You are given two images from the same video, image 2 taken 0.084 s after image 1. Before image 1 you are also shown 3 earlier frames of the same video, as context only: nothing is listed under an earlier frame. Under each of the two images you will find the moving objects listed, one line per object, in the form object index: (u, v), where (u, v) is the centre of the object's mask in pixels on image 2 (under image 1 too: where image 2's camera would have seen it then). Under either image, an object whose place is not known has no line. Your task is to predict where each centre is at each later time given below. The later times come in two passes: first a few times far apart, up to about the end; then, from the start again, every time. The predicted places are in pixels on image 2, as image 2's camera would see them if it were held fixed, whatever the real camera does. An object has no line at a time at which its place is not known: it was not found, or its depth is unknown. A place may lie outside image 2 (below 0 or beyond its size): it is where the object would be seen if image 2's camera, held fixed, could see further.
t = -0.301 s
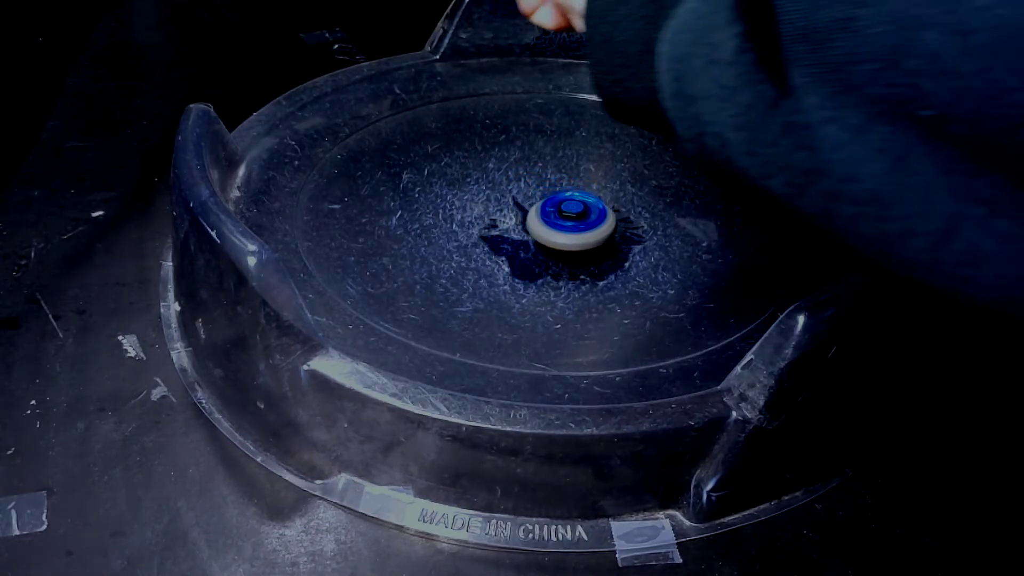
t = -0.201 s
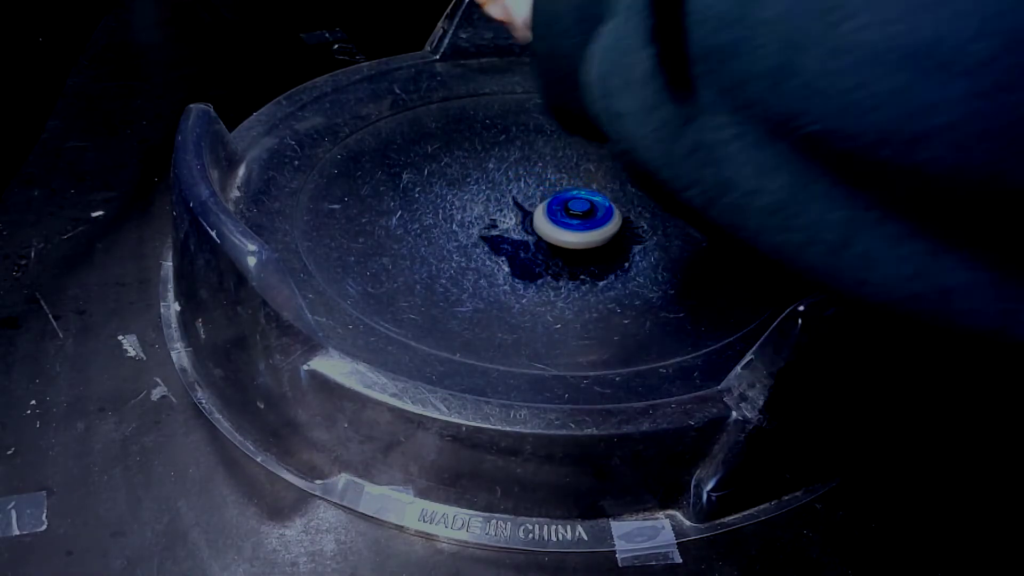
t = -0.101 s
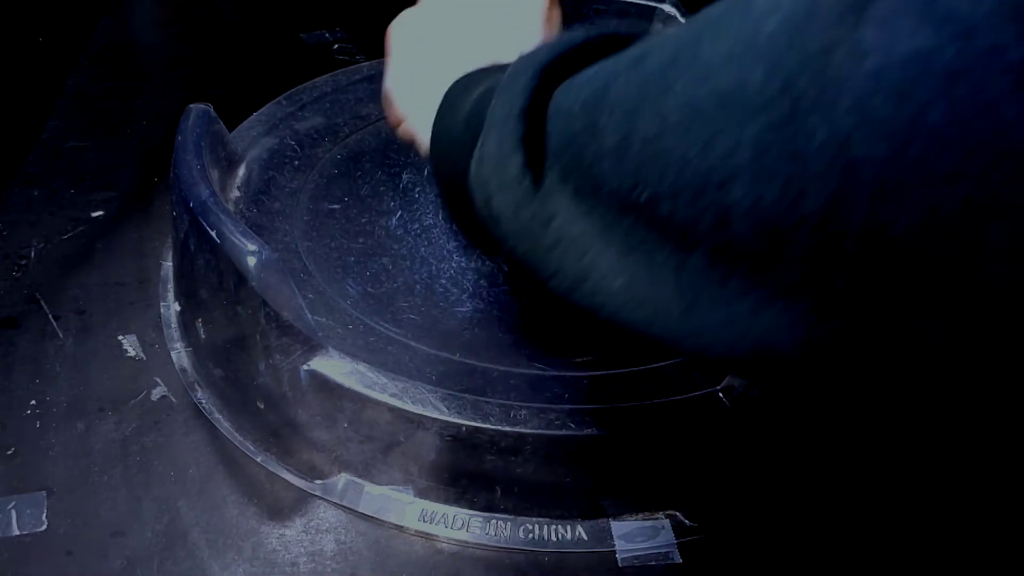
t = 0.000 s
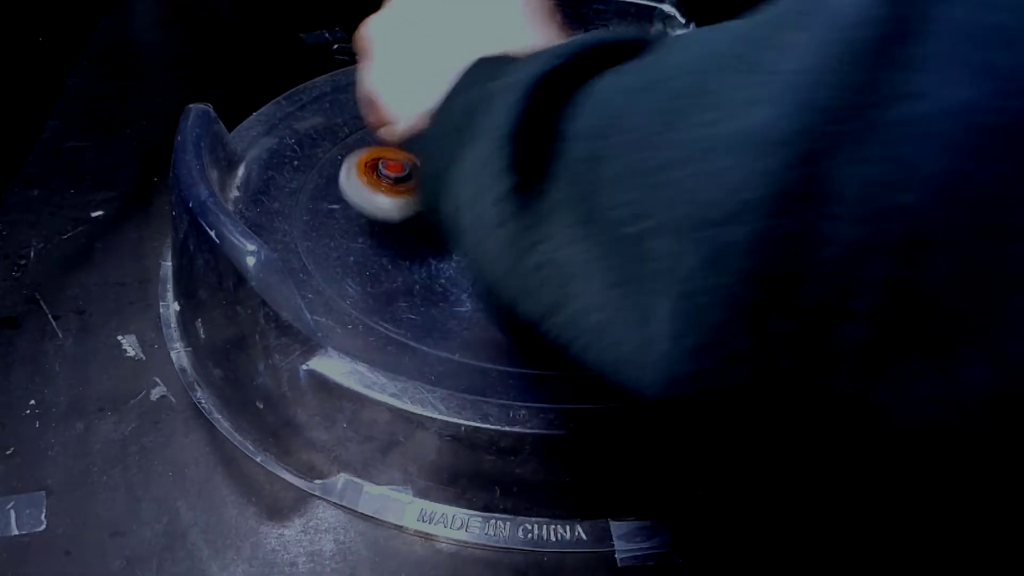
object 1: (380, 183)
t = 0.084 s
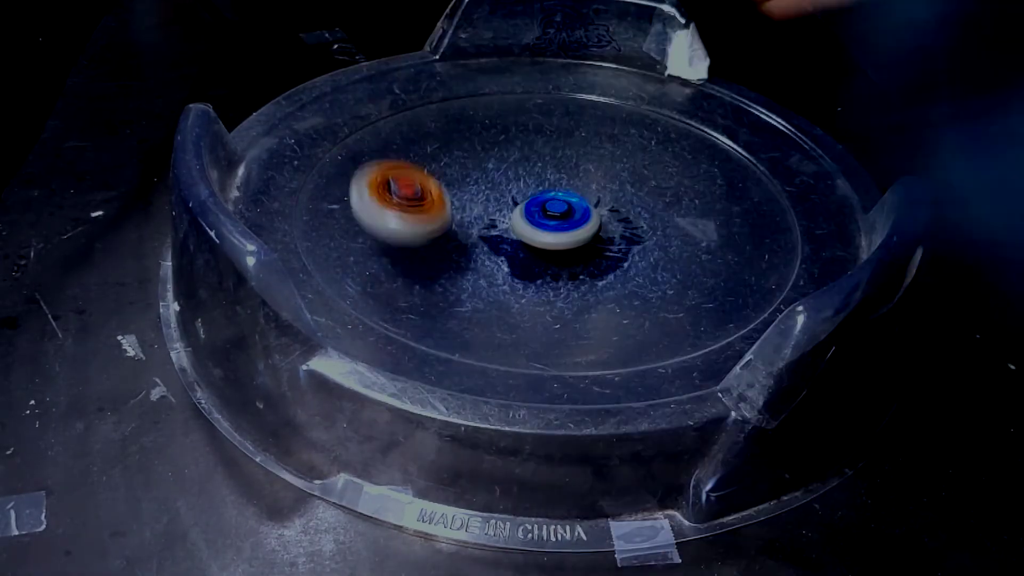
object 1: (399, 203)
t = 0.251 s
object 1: (448, 238)
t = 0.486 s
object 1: (492, 251)
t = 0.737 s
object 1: (445, 281)
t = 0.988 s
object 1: (407, 270)
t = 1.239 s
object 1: (473, 259)
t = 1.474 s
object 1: (492, 277)
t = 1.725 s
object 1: (536, 275)
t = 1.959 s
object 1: (576, 272)
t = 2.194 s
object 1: (611, 267)
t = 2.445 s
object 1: (631, 257)
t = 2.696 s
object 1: (649, 236)
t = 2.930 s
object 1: (654, 220)
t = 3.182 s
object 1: (732, 199)
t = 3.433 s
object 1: (687, 226)
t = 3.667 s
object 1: (604, 193)
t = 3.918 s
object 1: (606, 142)
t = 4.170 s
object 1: (613, 150)
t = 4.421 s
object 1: (565, 167)
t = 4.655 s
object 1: (550, 143)
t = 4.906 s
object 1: (528, 157)
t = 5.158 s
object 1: (487, 171)
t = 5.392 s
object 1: (457, 176)
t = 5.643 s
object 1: (414, 167)
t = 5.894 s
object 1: (430, 176)
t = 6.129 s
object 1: (456, 208)
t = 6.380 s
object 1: (468, 240)
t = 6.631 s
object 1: (479, 258)
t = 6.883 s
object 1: (501, 266)
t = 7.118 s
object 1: (531, 276)
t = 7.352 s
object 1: (554, 274)
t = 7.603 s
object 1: (591, 260)
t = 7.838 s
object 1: (628, 244)
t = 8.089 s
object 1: (648, 228)
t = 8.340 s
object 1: (648, 212)
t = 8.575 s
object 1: (632, 194)
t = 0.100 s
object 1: (402, 222)
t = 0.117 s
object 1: (405, 242)
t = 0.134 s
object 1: (410, 239)
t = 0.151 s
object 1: (415, 233)
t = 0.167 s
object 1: (421, 232)
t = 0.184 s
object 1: (426, 235)
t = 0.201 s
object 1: (432, 244)
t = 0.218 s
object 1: (437, 245)
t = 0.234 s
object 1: (443, 239)
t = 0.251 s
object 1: (448, 238)
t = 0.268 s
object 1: (453, 241)
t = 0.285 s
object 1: (458, 241)
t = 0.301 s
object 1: (464, 240)
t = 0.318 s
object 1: (469, 240)
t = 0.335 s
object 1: (475, 240)
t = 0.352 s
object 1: (479, 240)
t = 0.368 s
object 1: (483, 240)
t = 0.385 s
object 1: (485, 241)
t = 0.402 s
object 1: (487, 242)
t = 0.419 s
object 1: (489, 243)
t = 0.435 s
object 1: (490, 244)
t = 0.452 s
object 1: (491, 246)
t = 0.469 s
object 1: (492, 249)
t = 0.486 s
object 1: (492, 251)
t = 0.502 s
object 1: (492, 254)
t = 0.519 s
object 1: (492, 257)
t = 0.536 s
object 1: (491, 260)
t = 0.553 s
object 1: (490, 262)
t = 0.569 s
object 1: (488, 265)
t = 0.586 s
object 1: (486, 268)
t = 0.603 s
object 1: (483, 271)
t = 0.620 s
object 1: (480, 273)
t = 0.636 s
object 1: (476, 275)
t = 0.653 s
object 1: (472, 277)
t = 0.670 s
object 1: (467, 278)
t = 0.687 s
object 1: (462, 280)
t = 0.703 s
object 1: (457, 280)
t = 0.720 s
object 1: (451, 281)
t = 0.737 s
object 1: (445, 281)
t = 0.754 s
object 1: (440, 281)
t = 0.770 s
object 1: (435, 281)
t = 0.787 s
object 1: (430, 281)
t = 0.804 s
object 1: (425, 281)
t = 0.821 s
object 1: (421, 280)
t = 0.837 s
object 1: (418, 279)
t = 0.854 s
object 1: (415, 278)
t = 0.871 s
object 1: (412, 278)
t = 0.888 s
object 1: (410, 277)
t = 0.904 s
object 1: (409, 276)
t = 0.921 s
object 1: (407, 275)
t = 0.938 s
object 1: (407, 274)
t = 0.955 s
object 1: (406, 273)
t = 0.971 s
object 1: (406, 272)
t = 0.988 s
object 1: (407, 270)
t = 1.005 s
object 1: (407, 268)
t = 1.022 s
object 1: (408, 266)
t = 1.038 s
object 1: (410, 263)
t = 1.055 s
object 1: (413, 261)
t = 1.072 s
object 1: (416, 259)
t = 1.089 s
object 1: (420, 257)
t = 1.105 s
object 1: (425, 255)
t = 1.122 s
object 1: (431, 254)
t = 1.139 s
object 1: (438, 252)
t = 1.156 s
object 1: (446, 251)
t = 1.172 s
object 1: (453, 251)
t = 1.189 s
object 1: (462, 250)
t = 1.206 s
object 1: (470, 250)
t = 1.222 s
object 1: (474, 253)
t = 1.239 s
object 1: (473, 259)
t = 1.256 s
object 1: (472, 264)
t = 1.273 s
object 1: (473, 267)
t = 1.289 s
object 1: (475, 270)
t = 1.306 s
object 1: (477, 271)
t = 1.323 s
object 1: (478, 272)
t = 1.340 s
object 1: (479, 273)
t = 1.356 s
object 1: (480, 274)
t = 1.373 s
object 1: (481, 275)
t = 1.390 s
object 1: (483, 275)
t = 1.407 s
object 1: (484, 276)
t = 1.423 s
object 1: (486, 276)
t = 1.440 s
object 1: (488, 276)
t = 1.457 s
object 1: (490, 277)
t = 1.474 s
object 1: (492, 277)
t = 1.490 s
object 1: (494, 277)
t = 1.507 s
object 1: (496, 277)
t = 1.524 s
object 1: (498, 277)
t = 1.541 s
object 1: (501, 277)
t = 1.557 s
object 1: (504, 277)
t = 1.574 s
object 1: (507, 277)
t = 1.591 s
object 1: (510, 277)
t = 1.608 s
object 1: (514, 277)
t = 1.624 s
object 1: (517, 277)
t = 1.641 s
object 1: (520, 276)
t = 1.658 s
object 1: (523, 276)
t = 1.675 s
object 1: (526, 276)
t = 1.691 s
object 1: (529, 276)
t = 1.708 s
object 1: (533, 275)
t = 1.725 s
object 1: (536, 275)
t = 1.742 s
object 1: (538, 275)
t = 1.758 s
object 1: (541, 275)
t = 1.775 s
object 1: (544, 275)
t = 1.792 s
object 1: (547, 275)
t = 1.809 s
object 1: (550, 275)
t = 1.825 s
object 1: (553, 275)
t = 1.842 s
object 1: (557, 275)
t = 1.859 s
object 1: (560, 274)
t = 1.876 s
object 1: (563, 274)
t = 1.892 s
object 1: (565, 274)
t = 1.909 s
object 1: (568, 273)
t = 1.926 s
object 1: (571, 273)
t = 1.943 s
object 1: (574, 272)
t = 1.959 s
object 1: (576, 272)
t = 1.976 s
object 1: (579, 272)
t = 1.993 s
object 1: (582, 272)
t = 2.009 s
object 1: (585, 272)
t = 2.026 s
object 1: (587, 271)
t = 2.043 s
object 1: (590, 271)
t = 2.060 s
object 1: (592, 270)
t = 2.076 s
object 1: (594, 270)
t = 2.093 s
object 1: (597, 269)
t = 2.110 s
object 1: (600, 269)
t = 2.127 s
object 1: (602, 268)
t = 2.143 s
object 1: (605, 268)
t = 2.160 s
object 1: (607, 268)
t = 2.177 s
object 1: (609, 268)
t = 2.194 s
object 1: (611, 267)
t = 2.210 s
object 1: (613, 267)
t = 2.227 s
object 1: (615, 267)
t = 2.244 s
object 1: (617, 266)
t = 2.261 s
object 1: (618, 266)
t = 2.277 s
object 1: (619, 265)
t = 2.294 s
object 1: (621, 265)
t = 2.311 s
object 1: (622, 264)
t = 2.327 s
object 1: (623, 264)
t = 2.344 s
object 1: (624, 263)
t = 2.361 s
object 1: (625, 262)
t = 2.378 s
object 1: (627, 261)
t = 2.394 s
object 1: (628, 261)
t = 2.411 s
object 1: (629, 260)
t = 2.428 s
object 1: (630, 258)
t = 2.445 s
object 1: (631, 257)
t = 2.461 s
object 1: (632, 256)
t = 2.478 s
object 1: (633, 255)
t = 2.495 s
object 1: (634, 254)
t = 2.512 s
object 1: (636, 252)
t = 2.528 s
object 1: (637, 251)
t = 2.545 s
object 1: (638, 249)
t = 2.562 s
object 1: (639, 247)
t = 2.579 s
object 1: (640, 246)
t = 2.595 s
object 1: (641, 244)
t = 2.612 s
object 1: (643, 243)
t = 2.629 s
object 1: (644, 241)
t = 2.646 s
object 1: (645, 240)
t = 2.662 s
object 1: (647, 239)
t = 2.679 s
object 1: (648, 237)
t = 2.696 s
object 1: (649, 236)
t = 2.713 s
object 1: (650, 235)
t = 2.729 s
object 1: (651, 234)
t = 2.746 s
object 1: (652, 233)
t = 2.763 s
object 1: (652, 231)
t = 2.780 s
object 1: (653, 230)
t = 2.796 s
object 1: (653, 229)
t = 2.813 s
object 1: (653, 228)
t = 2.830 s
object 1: (654, 227)
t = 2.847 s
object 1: (654, 226)
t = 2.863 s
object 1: (654, 225)
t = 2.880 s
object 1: (654, 224)
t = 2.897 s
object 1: (654, 222)
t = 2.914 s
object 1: (654, 221)
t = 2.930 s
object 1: (654, 220)
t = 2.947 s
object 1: (654, 218)
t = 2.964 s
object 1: (654, 217)
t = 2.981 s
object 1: (653, 216)
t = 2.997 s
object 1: (652, 214)
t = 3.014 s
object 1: (651, 213)
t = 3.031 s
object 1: (650, 211)
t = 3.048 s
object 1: (653, 210)
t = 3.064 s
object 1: (671, 206)
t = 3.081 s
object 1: (688, 202)
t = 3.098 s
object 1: (701, 200)
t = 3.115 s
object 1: (712, 197)
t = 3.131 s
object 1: (719, 196)
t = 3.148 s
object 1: (725, 197)
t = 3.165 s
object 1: (729, 197)
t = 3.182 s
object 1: (732, 199)
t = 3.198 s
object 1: (735, 201)
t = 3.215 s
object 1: (736, 203)
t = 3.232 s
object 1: (736, 205)
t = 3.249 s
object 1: (736, 207)
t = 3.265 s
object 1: (735, 210)
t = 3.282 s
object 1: (733, 212)
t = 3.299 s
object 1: (731, 215)
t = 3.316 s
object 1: (729, 217)
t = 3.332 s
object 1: (725, 219)
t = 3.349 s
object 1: (720, 222)
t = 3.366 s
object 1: (715, 224)
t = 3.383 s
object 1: (708, 225)
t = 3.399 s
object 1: (701, 226)
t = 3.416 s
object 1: (694, 226)
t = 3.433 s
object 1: (687, 226)
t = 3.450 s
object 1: (679, 226)
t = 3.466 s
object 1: (673, 225)
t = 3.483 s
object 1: (667, 224)
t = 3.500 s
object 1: (661, 223)
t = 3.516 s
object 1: (655, 221)
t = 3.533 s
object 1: (650, 219)
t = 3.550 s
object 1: (644, 217)
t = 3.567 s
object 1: (638, 214)
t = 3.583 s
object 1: (631, 211)
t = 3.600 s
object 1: (624, 207)
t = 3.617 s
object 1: (618, 204)
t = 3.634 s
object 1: (613, 200)
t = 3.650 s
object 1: (608, 196)
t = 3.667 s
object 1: (604, 193)
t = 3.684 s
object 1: (601, 189)
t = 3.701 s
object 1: (599, 186)
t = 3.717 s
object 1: (598, 182)
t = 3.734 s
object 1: (597, 178)
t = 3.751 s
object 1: (596, 175)
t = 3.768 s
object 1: (595, 171)
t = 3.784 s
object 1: (595, 167)
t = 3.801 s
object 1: (595, 163)
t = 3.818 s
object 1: (595, 159)
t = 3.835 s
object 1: (596, 155)
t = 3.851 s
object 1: (597, 152)
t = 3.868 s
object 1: (599, 149)
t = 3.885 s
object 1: (601, 146)
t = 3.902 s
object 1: (603, 143)
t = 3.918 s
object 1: (606, 142)
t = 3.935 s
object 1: (608, 141)
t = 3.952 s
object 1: (610, 140)
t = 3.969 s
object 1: (612, 140)
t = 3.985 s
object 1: (613, 140)
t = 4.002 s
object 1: (614, 141)
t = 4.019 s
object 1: (616, 141)
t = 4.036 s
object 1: (617, 142)
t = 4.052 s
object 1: (617, 143)
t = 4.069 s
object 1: (618, 144)
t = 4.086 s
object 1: (618, 145)
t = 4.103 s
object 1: (618, 146)
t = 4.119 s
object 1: (617, 147)
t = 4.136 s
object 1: (616, 148)
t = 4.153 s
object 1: (615, 149)
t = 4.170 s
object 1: (613, 150)
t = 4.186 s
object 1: (611, 151)
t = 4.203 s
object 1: (609, 152)
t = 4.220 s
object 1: (606, 154)
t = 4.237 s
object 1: (604, 155)
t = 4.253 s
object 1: (601, 157)
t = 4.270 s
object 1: (598, 158)
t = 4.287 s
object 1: (595, 159)
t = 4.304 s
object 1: (591, 161)
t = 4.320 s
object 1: (588, 162)
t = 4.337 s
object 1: (584, 163)
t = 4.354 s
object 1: (581, 164)
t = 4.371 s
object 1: (576, 165)
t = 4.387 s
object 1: (572, 166)
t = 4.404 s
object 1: (569, 167)
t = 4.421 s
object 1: (565, 167)
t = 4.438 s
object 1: (561, 166)
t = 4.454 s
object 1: (560, 159)
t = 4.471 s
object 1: (559, 153)
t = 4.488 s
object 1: (557, 148)
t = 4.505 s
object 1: (556, 145)
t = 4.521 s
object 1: (555, 143)
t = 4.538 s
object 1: (554, 142)
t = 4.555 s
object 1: (553, 141)
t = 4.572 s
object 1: (552, 141)
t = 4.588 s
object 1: (552, 141)
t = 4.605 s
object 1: (552, 141)
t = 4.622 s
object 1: (551, 142)
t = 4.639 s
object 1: (550, 142)
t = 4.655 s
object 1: (550, 143)
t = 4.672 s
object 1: (549, 143)
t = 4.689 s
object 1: (548, 144)
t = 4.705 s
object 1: (548, 145)
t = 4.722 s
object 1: (547, 146)
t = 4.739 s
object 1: (546, 147)
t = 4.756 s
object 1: (545, 147)
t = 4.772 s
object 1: (543, 148)
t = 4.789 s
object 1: (542, 149)
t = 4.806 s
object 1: (540, 150)
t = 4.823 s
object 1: (539, 152)
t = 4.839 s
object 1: (537, 153)
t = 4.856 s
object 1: (535, 154)
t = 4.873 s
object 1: (533, 155)
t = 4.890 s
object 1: (530, 156)
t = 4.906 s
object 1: (528, 157)
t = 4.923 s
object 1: (526, 158)
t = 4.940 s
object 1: (524, 160)
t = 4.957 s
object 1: (521, 161)
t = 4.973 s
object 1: (519, 162)
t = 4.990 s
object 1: (516, 163)
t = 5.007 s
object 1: (513, 165)
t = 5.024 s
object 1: (510, 166)
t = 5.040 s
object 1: (507, 166)
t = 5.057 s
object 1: (504, 167)
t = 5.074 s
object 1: (501, 168)
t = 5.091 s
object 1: (499, 168)
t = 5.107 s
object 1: (496, 169)
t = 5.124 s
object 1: (493, 170)
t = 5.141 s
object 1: (490, 170)
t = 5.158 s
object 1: (487, 171)
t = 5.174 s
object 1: (484, 172)
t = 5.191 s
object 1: (482, 172)
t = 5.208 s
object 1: (479, 172)
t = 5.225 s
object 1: (477, 173)
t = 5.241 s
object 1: (475, 173)
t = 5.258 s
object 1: (472, 174)
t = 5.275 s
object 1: (470, 174)
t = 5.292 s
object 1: (467, 174)
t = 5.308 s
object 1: (465, 174)
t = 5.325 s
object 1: (463, 174)
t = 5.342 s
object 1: (461, 175)
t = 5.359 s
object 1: (459, 175)
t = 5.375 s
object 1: (458, 175)
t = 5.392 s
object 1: (457, 176)
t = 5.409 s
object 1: (455, 175)
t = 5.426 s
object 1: (454, 176)
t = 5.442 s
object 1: (453, 177)
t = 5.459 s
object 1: (452, 178)
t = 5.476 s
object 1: (452, 178)
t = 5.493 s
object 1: (452, 180)
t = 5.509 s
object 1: (444, 177)
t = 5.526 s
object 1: (435, 175)
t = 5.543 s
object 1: (428, 173)
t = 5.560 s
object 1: (422, 171)
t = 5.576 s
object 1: (419, 170)
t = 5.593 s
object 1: (417, 169)
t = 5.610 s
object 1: (415, 168)
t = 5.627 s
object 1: (414, 167)
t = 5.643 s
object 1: (414, 167)
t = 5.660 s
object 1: (414, 166)
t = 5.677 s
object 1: (414, 166)
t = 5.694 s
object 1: (414, 166)
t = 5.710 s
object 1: (415, 166)
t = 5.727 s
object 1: (416, 166)
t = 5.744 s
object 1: (417, 166)
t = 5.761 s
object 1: (418, 166)
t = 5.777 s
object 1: (419, 167)
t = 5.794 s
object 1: (420, 168)
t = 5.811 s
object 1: (421, 169)
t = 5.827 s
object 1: (423, 170)
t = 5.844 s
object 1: (424, 171)
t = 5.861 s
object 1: (426, 173)
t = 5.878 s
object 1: (428, 174)
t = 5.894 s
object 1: (430, 176)
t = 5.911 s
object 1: (432, 177)
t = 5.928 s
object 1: (434, 179)
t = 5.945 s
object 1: (436, 181)
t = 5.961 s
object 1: (438, 183)
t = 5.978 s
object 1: (440, 186)
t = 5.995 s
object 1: (442, 188)
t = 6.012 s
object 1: (444, 190)
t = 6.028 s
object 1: (446, 193)
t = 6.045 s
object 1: (448, 195)
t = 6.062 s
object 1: (450, 198)
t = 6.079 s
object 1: (452, 201)
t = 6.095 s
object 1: (454, 203)
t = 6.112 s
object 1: (455, 206)
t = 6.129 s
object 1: (456, 208)
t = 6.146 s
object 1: (458, 211)
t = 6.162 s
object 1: (459, 213)
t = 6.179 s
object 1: (460, 216)
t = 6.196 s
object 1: (460, 218)
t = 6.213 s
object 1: (461, 220)
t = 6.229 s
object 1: (462, 223)
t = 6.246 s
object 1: (463, 225)
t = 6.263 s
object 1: (464, 227)
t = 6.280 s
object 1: (464, 229)
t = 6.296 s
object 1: (465, 231)
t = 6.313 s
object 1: (466, 233)
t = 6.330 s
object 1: (466, 235)
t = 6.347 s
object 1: (467, 236)
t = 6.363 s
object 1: (467, 238)
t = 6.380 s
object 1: (468, 240)
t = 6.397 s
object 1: (469, 241)
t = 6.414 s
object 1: (469, 243)
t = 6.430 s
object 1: (470, 244)
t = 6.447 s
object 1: (471, 246)
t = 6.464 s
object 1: (471, 247)
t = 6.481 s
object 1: (472, 249)
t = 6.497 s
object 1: (473, 250)
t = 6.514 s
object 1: (473, 251)
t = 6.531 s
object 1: (474, 252)
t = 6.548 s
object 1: (475, 253)
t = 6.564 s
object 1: (476, 254)
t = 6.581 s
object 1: (476, 255)
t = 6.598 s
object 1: (477, 257)
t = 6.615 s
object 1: (478, 258)
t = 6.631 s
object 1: (479, 258)
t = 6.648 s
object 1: (481, 259)
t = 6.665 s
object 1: (482, 260)
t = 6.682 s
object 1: (482, 261)
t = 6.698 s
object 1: (484, 262)
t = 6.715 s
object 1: (485, 262)
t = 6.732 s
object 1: (486, 263)
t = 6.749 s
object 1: (488, 263)
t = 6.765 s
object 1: (489, 264)
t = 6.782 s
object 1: (491, 264)
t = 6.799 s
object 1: (492, 265)
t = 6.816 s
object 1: (494, 265)
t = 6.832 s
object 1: (496, 265)
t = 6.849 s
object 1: (498, 265)
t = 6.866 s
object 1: (499, 266)
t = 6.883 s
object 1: (501, 266)
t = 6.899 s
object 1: (503, 266)
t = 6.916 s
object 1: (505, 266)
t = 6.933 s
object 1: (507, 266)
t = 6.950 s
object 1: (509, 266)
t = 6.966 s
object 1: (511, 266)
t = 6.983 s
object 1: (513, 266)
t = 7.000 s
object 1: (516, 266)
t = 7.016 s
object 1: (519, 266)
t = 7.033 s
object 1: (522, 266)
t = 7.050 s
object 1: (525, 268)
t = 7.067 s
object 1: (526, 271)
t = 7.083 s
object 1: (527, 274)
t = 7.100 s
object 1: (529, 275)
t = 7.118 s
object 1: (531, 276)
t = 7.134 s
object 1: (533, 277)
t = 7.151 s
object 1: (534, 277)
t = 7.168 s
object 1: (536, 277)
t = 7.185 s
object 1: (538, 277)
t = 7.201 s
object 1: (540, 277)
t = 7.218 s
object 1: (541, 277)
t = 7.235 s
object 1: (543, 277)
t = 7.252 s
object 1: (544, 277)
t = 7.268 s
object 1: (546, 276)
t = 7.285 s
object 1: (547, 276)
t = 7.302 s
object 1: (549, 275)
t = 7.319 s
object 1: (550, 275)
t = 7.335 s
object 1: (552, 274)
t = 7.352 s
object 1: (554, 274)
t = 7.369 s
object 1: (556, 273)
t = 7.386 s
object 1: (558, 272)
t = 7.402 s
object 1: (560, 271)
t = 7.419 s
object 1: (561, 271)
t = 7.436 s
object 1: (563, 270)
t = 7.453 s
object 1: (565, 269)
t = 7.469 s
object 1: (567, 268)
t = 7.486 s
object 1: (570, 267)
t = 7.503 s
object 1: (573, 266)
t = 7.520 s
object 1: (576, 265)
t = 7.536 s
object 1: (579, 264)
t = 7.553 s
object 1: (582, 263)
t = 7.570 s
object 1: (585, 262)
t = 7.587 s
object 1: (588, 261)
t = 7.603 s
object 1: (591, 260)
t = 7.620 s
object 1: (594, 259)
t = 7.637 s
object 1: (597, 258)
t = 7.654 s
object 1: (600, 257)
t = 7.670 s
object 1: (603, 256)
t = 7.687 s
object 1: (606, 254)
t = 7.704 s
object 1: (608, 253)
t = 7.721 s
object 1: (611, 252)
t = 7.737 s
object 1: (614, 251)
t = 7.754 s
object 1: (616, 250)
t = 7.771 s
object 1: (619, 249)
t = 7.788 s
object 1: (621, 248)
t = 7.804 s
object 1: (623, 247)
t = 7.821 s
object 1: (626, 246)
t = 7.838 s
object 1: (628, 244)
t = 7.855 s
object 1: (630, 243)
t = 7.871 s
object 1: (632, 242)
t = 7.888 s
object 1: (634, 241)
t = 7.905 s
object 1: (636, 240)
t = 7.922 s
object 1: (638, 239)
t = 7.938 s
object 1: (640, 238)
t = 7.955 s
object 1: (641, 236)
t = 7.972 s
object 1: (643, 236)
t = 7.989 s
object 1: (644, 234)
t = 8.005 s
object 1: (645, 233)
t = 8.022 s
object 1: (646, 232)
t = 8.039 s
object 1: (647, 231)
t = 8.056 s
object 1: (647, 231)
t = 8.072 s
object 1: (648, 230)
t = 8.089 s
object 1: (648, 228)
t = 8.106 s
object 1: (649, 227)
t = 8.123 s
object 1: (649, 226)
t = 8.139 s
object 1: (649, 225)
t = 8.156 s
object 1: (650, 224)
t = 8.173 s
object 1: (650, 223)
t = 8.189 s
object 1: (650, 222)
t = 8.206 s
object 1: (651, 221)
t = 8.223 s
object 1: (651, 220)
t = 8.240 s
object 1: (650, 219)
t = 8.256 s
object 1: (650, 218)
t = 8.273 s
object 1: (650, 217)
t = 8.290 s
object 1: (650, 216)
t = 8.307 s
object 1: (649, 215)
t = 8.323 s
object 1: (648, 213)
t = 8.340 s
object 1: (648, 212)
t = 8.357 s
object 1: (647, 211)
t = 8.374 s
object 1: (647, 210)
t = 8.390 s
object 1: (646, 209)
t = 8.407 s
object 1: (645, 207)
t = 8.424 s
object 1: (643, 206)
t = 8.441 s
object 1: (642, 205)
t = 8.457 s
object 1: (641, 203)
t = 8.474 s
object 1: (640, 202)
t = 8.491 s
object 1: (639, 200)
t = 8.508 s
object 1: (638, 199)
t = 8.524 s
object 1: (636, 198)
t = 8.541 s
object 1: (635, 197)
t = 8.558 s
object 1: (633, 195)
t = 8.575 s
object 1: (632, 194)
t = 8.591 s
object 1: (630, 192)
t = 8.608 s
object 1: (629, 191)
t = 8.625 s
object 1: (627, 190)
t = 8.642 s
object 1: (626, 188)
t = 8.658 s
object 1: (624, 187)
